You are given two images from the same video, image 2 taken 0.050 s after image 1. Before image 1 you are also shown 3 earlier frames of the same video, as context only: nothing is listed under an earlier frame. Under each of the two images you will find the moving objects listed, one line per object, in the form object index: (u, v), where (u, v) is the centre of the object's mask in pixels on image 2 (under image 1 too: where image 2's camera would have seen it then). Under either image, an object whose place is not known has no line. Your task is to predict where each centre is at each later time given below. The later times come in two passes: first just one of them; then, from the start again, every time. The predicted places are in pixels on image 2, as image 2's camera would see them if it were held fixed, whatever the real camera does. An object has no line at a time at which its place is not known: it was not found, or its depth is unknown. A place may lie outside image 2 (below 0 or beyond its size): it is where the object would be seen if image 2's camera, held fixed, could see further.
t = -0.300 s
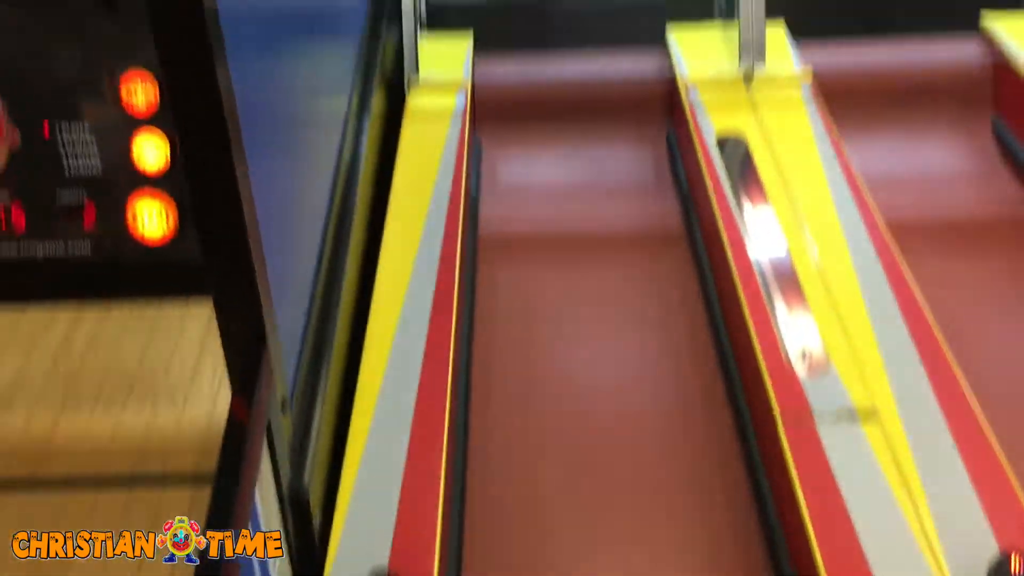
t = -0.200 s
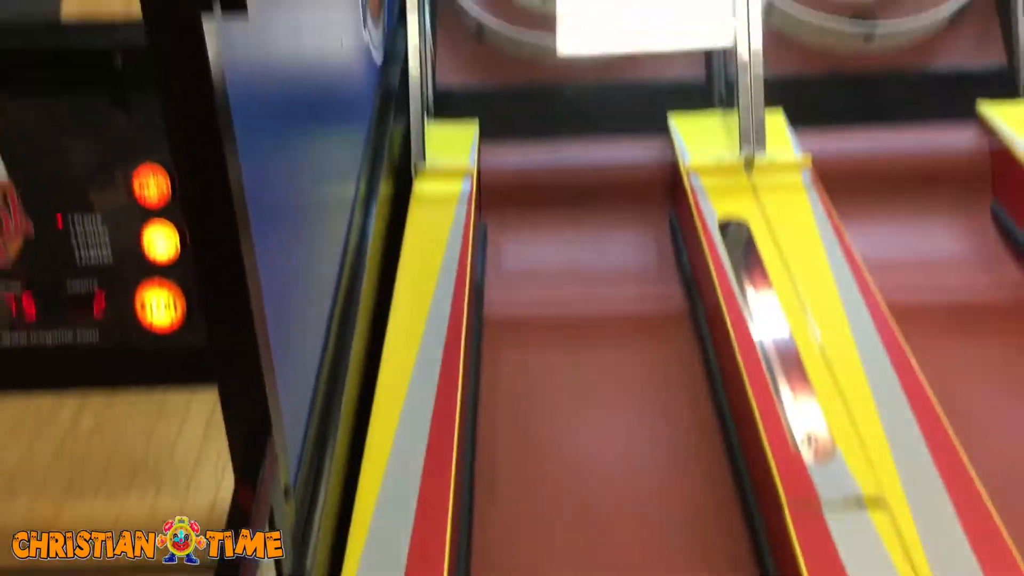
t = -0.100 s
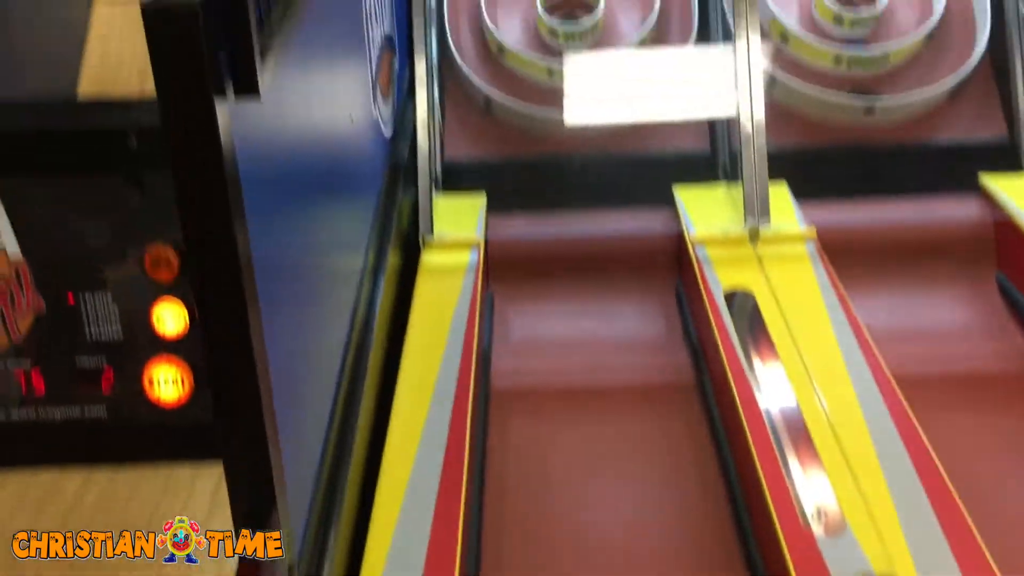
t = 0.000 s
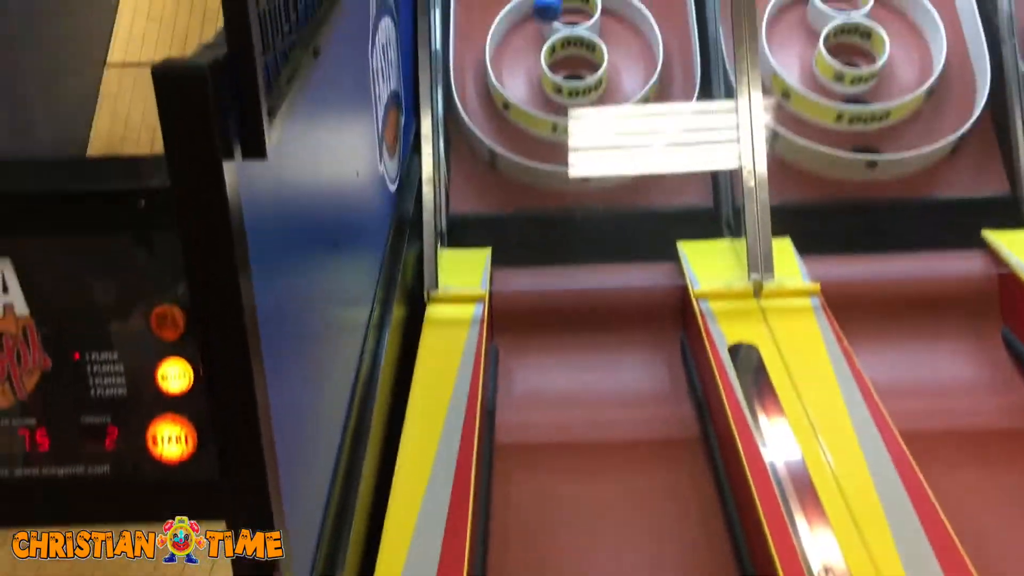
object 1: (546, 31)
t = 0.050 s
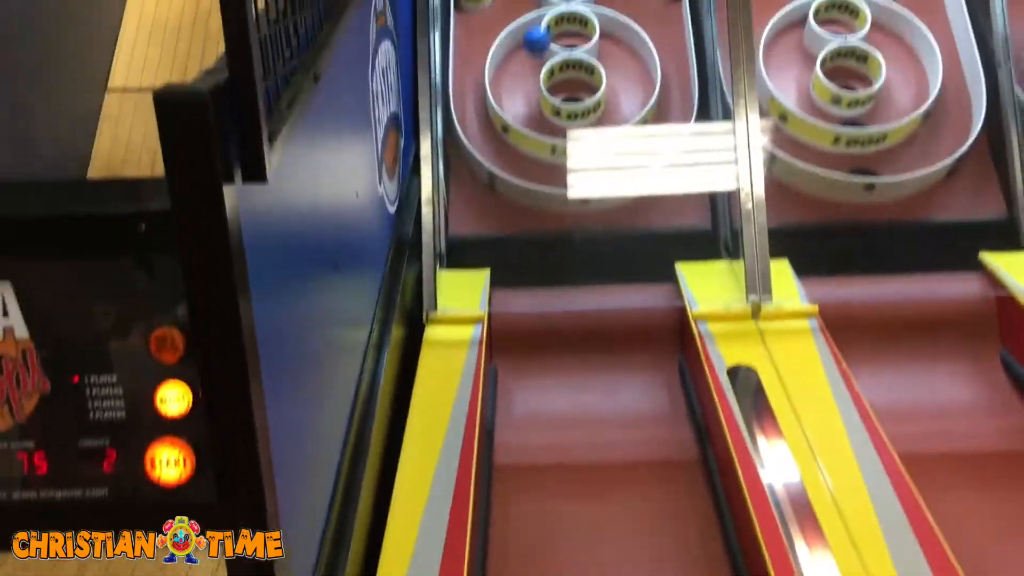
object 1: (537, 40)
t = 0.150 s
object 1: (518, 74)
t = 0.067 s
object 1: (533, 46)
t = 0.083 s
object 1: (531, 52)
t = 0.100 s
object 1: (528, 59)
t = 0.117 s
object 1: (525, 67)
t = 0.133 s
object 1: (522, 76)
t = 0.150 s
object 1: (518, 74)
